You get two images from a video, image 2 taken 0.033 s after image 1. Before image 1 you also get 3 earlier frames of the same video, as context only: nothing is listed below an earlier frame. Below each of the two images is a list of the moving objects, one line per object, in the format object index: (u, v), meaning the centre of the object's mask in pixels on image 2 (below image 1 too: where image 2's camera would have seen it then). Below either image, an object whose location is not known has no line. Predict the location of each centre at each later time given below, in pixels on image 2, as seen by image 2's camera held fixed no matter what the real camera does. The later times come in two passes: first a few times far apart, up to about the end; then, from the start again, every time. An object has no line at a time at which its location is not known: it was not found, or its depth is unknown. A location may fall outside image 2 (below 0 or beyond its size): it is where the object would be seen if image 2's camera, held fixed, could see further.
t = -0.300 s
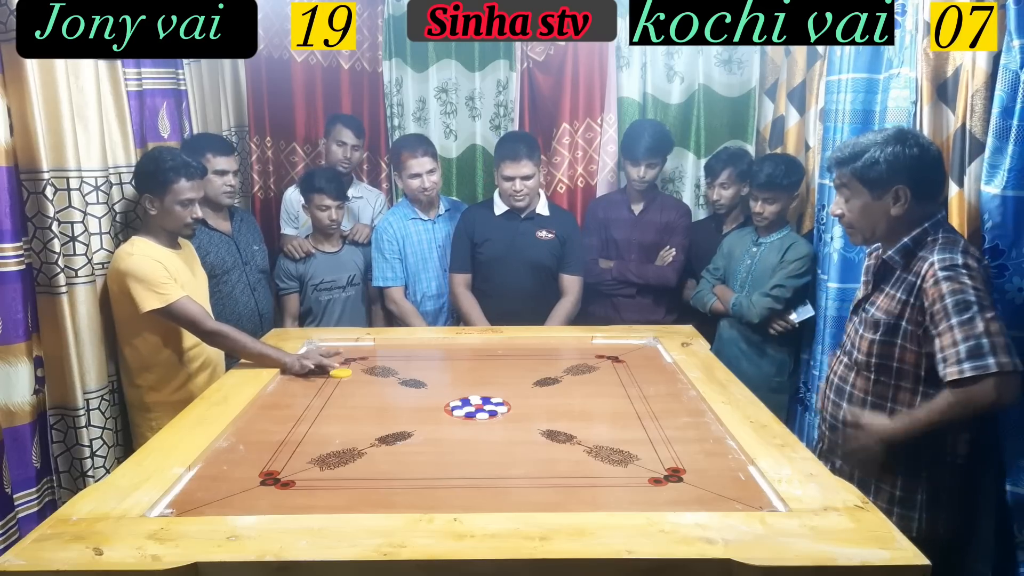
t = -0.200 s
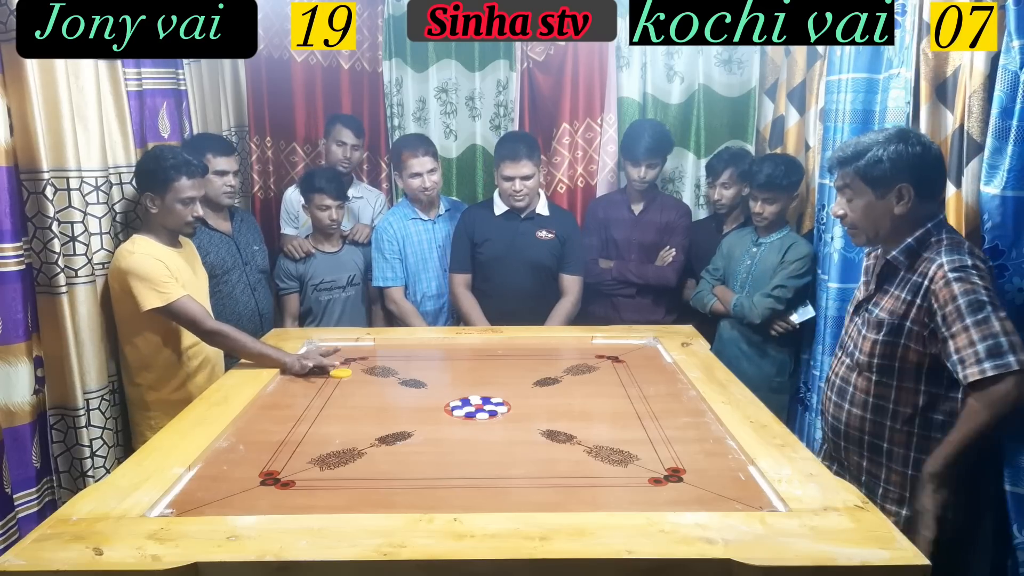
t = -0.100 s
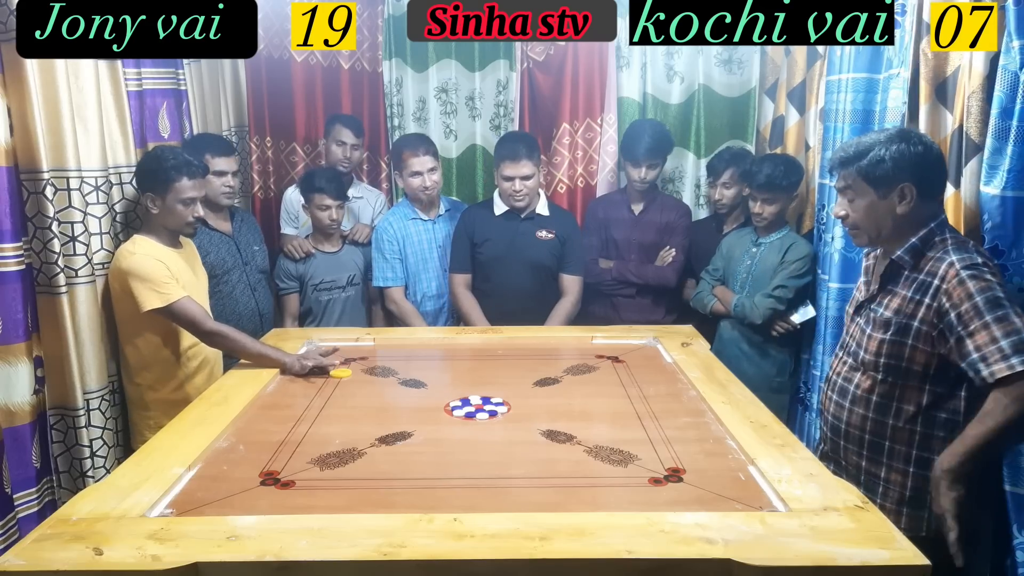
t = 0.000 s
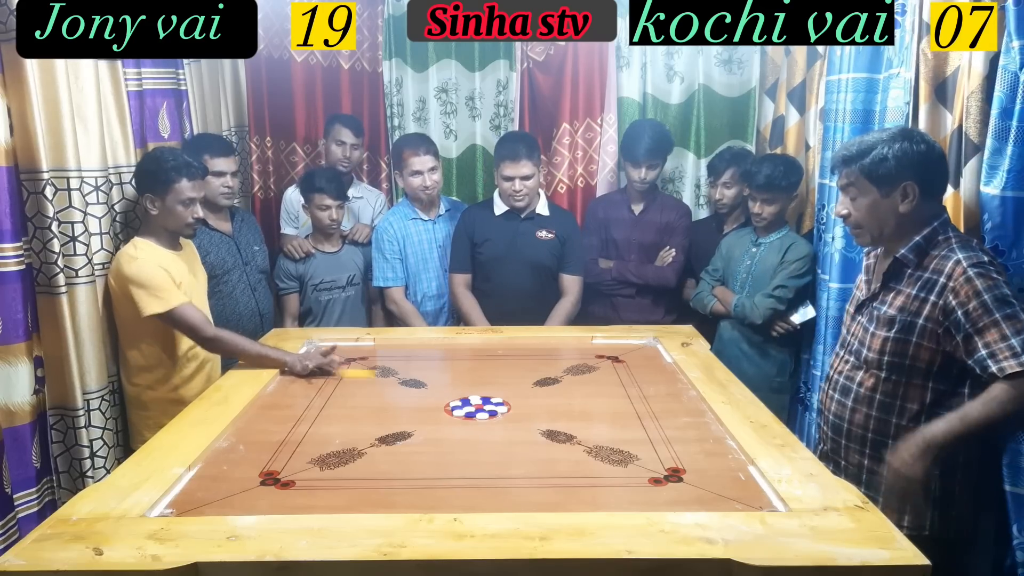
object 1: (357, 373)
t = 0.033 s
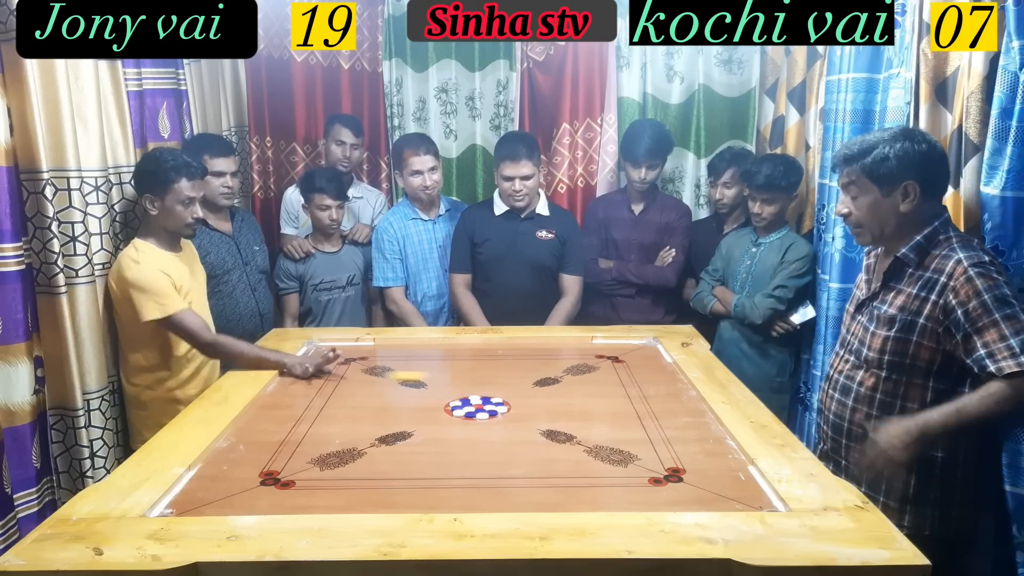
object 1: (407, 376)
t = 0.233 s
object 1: (658, 388)
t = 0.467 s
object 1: (508, 404)
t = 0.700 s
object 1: (498, 409)
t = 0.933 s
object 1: (496, 410)
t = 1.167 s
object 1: (496, 410)
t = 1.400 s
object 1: (496, 410)
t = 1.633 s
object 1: (496, 410)
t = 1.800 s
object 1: (496, 410)
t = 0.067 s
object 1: (459, 378)
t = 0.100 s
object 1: (508, 380)
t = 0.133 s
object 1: (559, 382)
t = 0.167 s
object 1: (611, 383)
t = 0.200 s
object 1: (663, 386)
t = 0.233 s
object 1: (658, 388)
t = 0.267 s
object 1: (626, 391)
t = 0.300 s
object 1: (594, 394)
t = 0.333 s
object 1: (561, 397)
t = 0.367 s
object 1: (529, 399)
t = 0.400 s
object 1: (513, 402)
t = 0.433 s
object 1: (510, 403)
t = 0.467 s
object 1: (508, 404)
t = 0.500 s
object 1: (506, 406)
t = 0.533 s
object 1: (505, 407)
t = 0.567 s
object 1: (503, 408)
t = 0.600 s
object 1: (501, 408)
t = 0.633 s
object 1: (500, 409)
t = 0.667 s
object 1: (498, 409)
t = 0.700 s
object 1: (498, 409)
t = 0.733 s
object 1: (497, 410)
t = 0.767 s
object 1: (496, 410)
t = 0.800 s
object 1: (496, 410)
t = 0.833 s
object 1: (496, 410)
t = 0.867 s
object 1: (496, 410)
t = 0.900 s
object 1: (496, 410)
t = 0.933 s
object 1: (496, 410)
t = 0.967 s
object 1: (496, 410)
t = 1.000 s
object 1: (496, 410)
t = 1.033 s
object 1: (496, 410)
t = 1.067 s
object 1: (496, 410)
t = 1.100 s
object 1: (496, 410)
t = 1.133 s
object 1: (496, 410)
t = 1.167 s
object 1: (496, 410)
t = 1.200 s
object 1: (496, 410)
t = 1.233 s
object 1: (496, 410)
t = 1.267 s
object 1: (496, 410)
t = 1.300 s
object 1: (496, 410)
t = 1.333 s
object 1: (496, 410)
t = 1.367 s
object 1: (496, 410)
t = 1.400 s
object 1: (496, 410)
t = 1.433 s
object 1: (496, 410)
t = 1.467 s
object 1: (496, 410)
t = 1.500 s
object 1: (496, 410)
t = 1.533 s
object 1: (496, 410)
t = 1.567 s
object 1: (496, 410)
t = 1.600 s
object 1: (496, 410)
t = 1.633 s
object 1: (496, 410)
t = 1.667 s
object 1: (496, 410)
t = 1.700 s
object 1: (496, 410)
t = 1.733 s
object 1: (496, 410)
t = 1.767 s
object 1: (496, 410)
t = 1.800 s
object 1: (496, 410)
